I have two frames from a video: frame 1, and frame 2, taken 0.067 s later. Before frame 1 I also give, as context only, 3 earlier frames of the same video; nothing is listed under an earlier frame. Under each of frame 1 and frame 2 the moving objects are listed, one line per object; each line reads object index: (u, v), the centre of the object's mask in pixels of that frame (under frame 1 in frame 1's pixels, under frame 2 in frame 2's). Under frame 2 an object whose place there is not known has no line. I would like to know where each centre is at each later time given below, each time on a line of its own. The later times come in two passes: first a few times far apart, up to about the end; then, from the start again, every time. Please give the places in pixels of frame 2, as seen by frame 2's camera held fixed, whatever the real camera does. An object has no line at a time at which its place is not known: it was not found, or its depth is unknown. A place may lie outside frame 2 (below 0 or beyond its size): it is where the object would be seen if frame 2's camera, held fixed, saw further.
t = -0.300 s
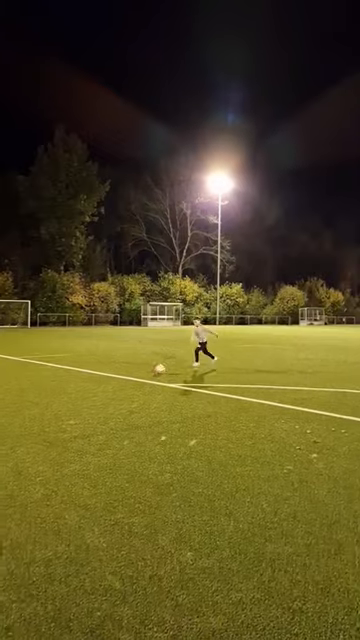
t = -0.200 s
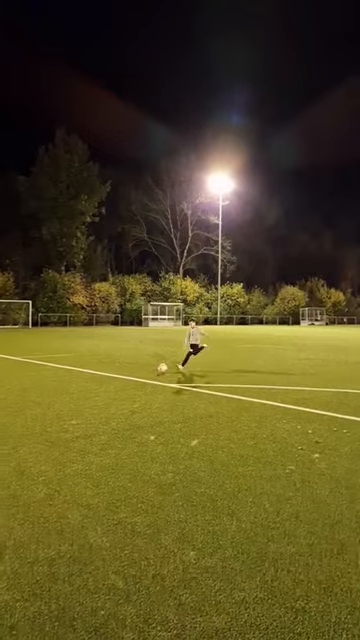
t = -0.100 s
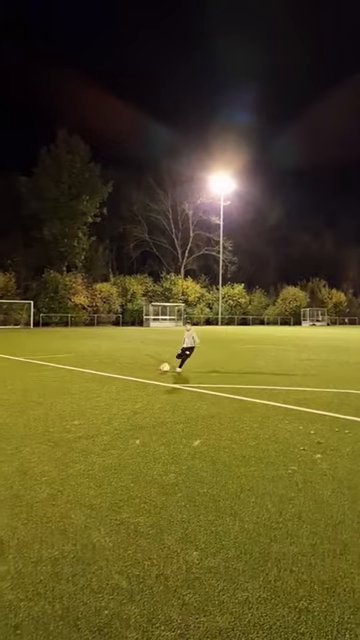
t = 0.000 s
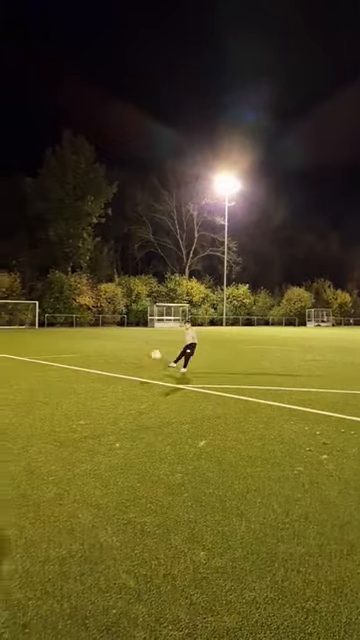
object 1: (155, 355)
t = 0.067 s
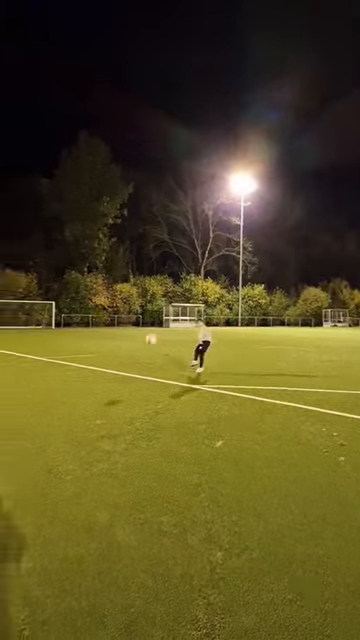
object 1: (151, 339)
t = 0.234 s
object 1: (84, 292)
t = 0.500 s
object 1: (-91, 192)
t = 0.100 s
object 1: (139, 329)
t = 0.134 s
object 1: (127, 321)
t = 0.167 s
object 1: (113, 312)
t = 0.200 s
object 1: (99, 302)
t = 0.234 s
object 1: (84, 292)
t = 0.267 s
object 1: (68, 281)
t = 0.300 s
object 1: (50, 271)
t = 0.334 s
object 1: (31, 259)
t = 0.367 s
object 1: (10, 247)
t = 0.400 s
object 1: (-12, 234)
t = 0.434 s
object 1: (-36, 221)
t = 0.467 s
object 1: (-62, 206)
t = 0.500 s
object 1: (-91, 192)
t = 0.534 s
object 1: (-123, 175)
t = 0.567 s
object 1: (-159, 158)
